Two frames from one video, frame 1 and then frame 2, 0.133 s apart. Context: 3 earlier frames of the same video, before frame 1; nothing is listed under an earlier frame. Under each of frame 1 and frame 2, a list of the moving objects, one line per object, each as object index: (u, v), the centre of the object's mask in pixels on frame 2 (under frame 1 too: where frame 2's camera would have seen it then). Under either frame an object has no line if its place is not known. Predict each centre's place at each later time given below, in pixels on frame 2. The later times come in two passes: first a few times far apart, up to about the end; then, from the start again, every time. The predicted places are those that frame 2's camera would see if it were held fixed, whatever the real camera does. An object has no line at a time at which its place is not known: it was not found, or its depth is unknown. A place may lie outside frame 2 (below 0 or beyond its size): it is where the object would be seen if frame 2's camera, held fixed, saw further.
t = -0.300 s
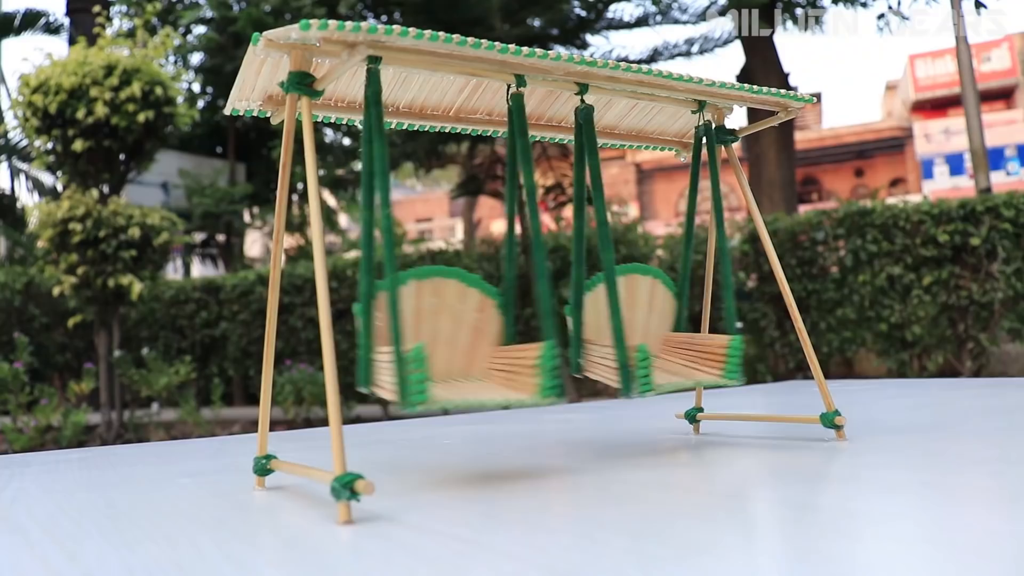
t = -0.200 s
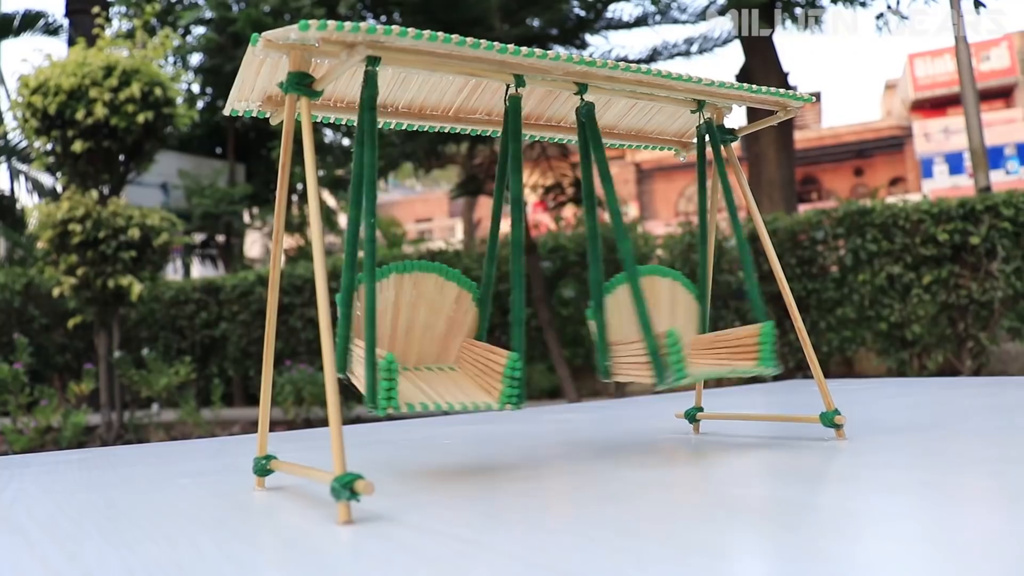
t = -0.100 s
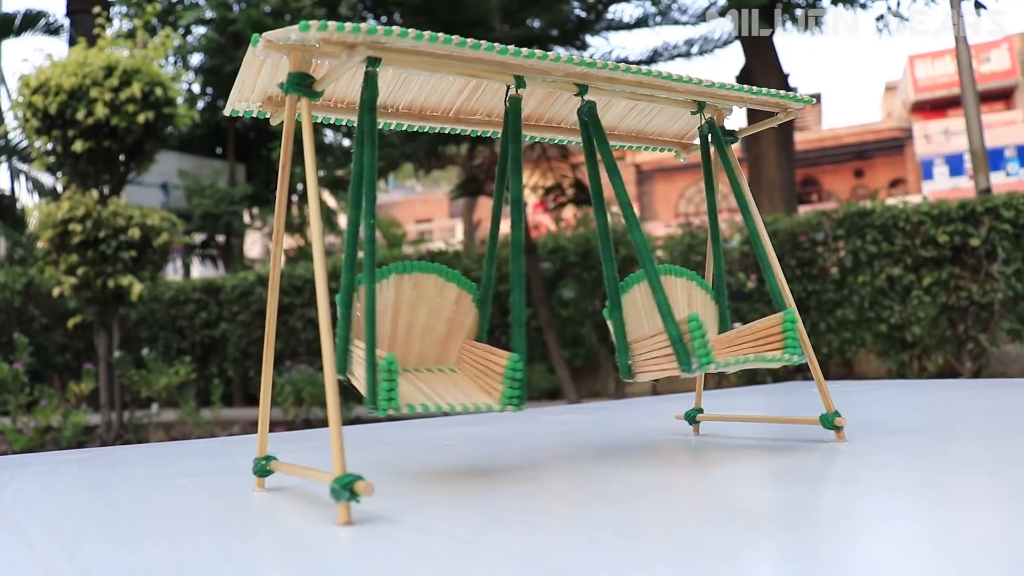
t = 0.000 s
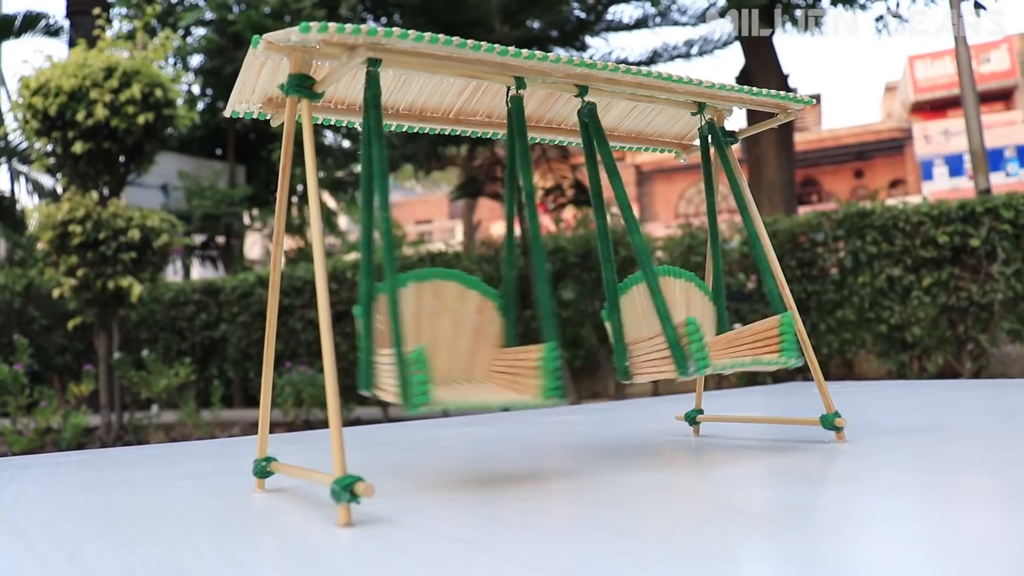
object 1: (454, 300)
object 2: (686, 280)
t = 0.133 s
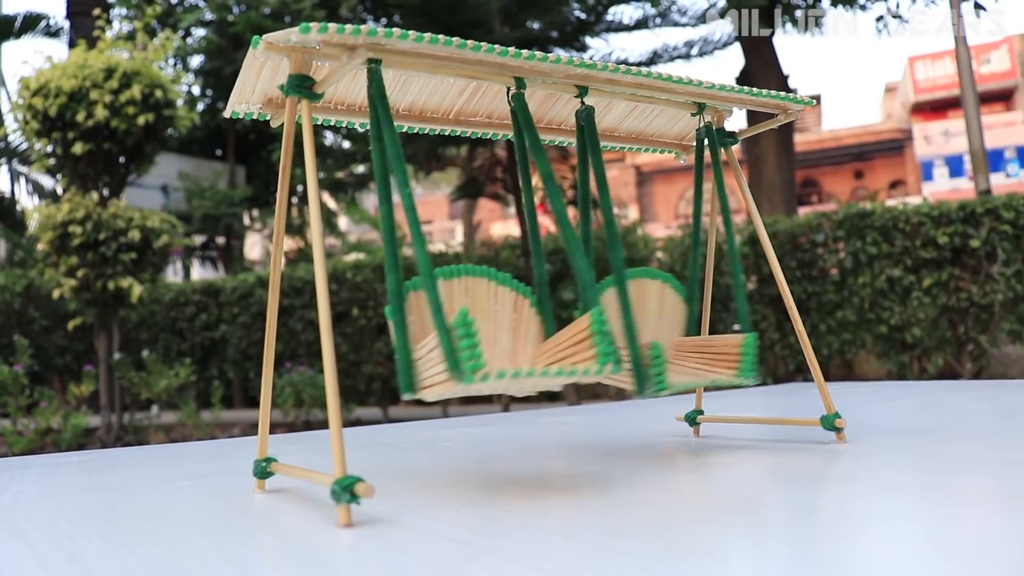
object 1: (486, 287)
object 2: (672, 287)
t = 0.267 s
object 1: (481, 289)
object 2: (659, 286)
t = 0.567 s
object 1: (435, 301)
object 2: (686, 280)
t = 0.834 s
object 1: (486, 286)
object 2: (671, 286)
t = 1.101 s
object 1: (443, 301)
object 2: (663, 289)
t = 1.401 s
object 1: (468, 296)
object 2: (676, 285)
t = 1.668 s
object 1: (466, 296)
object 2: (652, 289)
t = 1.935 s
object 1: (440, 301)
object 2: (683, 281)
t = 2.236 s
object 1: (482, 288)
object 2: (663, 288)
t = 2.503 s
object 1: (438, 301)
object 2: (671, 286)
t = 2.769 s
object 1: (472, 294)
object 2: (672, 286)
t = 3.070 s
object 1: (453, 299)
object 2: (657, 289)
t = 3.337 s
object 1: (452, 300)
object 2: (680, 282)
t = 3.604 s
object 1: (476, 290)
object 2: (658, 286)
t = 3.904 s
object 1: (441, 301)
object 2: (676, 284)
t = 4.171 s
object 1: (476, 290)
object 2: (666, 286)
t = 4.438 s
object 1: (449, 300)
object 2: (660, 289)
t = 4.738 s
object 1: (462, 297)
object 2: (675, 285)
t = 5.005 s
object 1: (466, 296)
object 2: (654, 289)
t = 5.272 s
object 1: (444, 301)
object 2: (676, 284)
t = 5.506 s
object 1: (473, 292)
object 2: (666, 287)
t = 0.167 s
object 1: (490, 285)
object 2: (670, 286)
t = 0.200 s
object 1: (490, 285)
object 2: (666, 286)
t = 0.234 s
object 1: (487, 286)
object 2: (663, 285)
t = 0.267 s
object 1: (481, 289)
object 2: (659, 286)
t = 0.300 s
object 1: (474, 293)
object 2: (652, 286)
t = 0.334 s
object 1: (464, 296)
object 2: (650, 289)
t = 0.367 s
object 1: (456, 299)
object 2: (653, 290)
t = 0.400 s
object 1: (448, 300)
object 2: (658, 289)
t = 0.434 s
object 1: (441, 301)
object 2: (664, 289)
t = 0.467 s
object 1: (436, 301)
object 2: (671, 287)
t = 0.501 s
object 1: (433, 300)
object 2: (677, 285)
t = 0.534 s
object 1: (433, 300)
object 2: (682, 282)
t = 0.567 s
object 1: (435, 301)
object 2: (686, 280)
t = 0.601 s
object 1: (439, 301)
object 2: (686, 279)
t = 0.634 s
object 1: (445, 301)
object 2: (686, 279)
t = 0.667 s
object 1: (453, 299)
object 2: (685, 280)
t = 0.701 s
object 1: (461, 298)
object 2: (681, 282)
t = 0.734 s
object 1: (471, 296)
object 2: (676, 285)
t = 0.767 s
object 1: (478, 291)
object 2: (672, 286)
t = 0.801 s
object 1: (483, 288)
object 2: (667, 286)
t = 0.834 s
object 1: (486, 286)
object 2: (671, 286)
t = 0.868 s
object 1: (487, 286)
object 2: (665, 286)
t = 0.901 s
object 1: (484, 287)
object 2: (662, 286)
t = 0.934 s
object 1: (480, 289)
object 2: (659, 286)
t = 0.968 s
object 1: (474, 293)
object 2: (655, 289)
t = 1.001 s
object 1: (466, 296)
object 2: (651, 289)
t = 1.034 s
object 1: (457, 298)
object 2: (653, 290)
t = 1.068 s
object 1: (449, 300)
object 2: (657, 290)
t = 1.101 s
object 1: (443, 301)
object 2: (663, 289)
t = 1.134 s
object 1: (437, 301)
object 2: (669, 287)
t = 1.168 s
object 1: (435, 301)
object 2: (675, 285)
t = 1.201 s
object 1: (434, 301)
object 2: (680, 283)
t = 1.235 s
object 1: (435, 301)
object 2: (683, 281)
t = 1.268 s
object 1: (439, 301)
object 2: (685, 280)
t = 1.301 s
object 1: (445, 301)
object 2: (685, 280)
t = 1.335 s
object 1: (452, 299)
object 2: (684, 281)
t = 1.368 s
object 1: (460, 298)
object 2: (681, 282)
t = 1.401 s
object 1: (468, 296)
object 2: (676, 285)
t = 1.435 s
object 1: (475, 292)
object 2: (671, 286)
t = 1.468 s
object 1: (481, 289)
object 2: (669, 285)
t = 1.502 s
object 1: (484, 287)
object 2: (666, 285)
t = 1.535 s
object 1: (485, 287)
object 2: (667, 287)
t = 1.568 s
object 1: (483, 287)
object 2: (664, 286)
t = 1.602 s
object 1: (479, 289)
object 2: (660, 287)
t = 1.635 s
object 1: (473, 292)
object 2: (654, 287)
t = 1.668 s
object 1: (466, 296)
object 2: (652, 289)
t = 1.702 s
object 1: (459, 298)
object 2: (653, 290)
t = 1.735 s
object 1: (451, 299)
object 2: (657, 289)
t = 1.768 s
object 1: (444, 301)
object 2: (662, 289)
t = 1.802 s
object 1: (440, 301)
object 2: (668, 287)
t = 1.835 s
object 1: (437, 301)
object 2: (673, 286)
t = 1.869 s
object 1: (436, 301)
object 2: (678, 284)
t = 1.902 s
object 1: (437, 301)
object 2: (681, 282)
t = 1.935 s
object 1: (440, 301)
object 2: (683, 281)
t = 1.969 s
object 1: (445, 300)
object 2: (684, 280)
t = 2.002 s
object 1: (452, 300)
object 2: (683, 281)
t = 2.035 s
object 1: (459, 298)
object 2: (680, 283)
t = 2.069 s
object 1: (467, 296)
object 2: (676, 284)
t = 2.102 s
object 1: (474, 293)
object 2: (672, 286)
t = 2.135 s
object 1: (479, 290)
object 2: (669, 285)
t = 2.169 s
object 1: (482, 288)
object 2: (665, 286)
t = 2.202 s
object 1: (483, 288)
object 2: (667, 288)
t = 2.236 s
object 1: (482, 288)
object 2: (663, 288)
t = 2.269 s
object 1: (478, 290)
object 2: (661, 288)
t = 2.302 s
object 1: (473, 293)
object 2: (654, 287)
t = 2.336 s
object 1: (466, 296)
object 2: (653, 289)
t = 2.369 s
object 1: (459, 297)
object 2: (653, 290)
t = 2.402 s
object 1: (452, 299)
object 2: (657, 289)
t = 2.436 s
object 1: (446, 300)
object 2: (661, 289)
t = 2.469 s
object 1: (441, 301)
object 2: (666, 288)
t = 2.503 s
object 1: (438, 301)
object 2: (671, 286)
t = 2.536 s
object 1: (437, 301)
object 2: (676, 284)
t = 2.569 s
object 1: (438, 301)
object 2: (679, 283)
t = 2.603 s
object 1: (441, 301)
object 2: (682, 282)
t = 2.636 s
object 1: (445, 300)
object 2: (682, 281)
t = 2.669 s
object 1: (452, 299)
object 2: (682, 282)
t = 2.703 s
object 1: (458, 298)
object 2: (679, 283)
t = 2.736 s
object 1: (465, 297)
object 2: (676, 284)
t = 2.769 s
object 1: (472, 294)
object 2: (672, 286)
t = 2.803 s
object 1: (477, 291)
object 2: (669, 286)
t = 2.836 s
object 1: (480, 289)
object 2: (665, 286)
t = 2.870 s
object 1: (481, 289)
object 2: (667, 287)
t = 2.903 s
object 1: (480, 289)
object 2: (664, 288)
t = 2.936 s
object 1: (477, 290)
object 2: (661, 288)
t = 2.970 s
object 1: (473, 293)
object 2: (655, 287)
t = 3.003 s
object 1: (467, 296)
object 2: (654, 289)
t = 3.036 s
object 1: (460, 297)
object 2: (654, 290)
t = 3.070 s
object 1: (453, 299)
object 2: (657, 289)
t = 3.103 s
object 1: (448, 300)
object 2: (661, 289)
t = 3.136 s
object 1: (443, 301)
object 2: (665, 288)
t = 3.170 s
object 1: (440, 301)
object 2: (670, 287)
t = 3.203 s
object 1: (439, 301)
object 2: (675, 285)
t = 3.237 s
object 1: (440, 301)
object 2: (678, 283)
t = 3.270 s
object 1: (442, 301)
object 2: (680, 282)
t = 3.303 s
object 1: (446, 301)
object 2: (681, 282)
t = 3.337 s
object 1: (452, 300)
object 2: (680, 282)
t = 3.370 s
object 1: (458, 298)
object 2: (679, 283)
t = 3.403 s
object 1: (464, 297)
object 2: (676, 284)
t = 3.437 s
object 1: (471, 295)
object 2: (672, 286)
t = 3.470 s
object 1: (475, 292)
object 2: (668, 287)
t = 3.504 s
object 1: (478, 290)
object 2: (666, 285)
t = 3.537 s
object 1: (479, 289)
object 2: (664, 285)
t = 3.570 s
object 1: (479, 289)
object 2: (664, 288)
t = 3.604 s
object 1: (476, 290)
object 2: (658, 286)
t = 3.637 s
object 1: (472, 293)
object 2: (656, 287)
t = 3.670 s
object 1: (466, 296)
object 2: (654, 288)
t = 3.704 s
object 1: (460, 297)
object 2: (654, 290)
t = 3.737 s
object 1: (454, 298)
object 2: (657, 289)
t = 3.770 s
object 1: (449, 300)
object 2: (660, 289)
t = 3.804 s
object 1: (444, 301)
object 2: (664, 288)
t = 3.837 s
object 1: (441, 301)
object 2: (669, 287)
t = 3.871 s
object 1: (440, 301)
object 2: (673, 286)
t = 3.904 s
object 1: (441, 301)
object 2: (676, 284)
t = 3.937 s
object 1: (443, 301)
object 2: (679, 283)
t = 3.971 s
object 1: (446, 301)
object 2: (680, 282)
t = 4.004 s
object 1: (451, 300)
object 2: (679, 282)
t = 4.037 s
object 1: (457, 298)
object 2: (678, 283)
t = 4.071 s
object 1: (463, 297)
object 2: (675, 285)
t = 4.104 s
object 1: (469, 295)
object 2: (672, 286)
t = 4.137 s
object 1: (473, 293)
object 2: (669, 286)
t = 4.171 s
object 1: (476, 290)
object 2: (666, 286)
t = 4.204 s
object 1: (477, 290)
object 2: (664, 286)
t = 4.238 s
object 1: (477, 290)
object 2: (664, 288)
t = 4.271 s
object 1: (475, 291)
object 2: (659, 286)
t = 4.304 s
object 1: (471, 293)
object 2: (656, 287)
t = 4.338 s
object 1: (466, 295)
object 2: (655, 289)
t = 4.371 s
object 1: (454, 299)
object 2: (654, 289)
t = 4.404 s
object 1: (455, 298)
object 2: (657, 289)
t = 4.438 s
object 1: (449, 300)
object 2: (660, 289)
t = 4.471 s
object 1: (445, 301)
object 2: (664, 288)
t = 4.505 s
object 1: (443, 301)
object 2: (668, 287)
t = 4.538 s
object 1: (441, 301)
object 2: (672, 286)
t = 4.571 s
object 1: (442, 301)
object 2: (675, 285)
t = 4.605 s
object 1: (443, 301)
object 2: (677, 283)
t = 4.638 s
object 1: (447, 300)
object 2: (678, 283)
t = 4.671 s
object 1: (451, 300)
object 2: (678, 283)
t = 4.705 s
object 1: (456, 298)
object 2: (677, 283)
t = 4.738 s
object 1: (462, 297)
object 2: (675, 285)
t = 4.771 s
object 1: (467, 296)
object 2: (672, 286)
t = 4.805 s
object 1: (472, 294)
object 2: (668, 287)
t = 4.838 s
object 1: (475, 291)
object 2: (666, 286)
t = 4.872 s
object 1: (476, 290)
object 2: (664, 286)
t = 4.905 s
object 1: (476, 291)
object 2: (661, 286)
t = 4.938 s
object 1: (474, 292)
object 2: (658, 287)
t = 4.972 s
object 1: (471, 294)
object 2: (656, 288)
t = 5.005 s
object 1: (466, 296)
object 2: (654, 289)
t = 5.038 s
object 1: (460, 297)
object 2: (654, 289)
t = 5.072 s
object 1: (455, 298)
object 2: (656, 289)
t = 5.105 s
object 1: (450, 299)
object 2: (659, 289)
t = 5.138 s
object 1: (447, 300)
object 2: (663, 288)
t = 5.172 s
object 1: (444, 301)
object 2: (667, 287)
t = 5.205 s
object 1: (442, 301)
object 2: (671, 286)
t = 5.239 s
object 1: (443, 301)
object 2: (674, 285)
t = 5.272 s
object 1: (444, 301)
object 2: (676, 284)
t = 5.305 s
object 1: (447, 300)
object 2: (678, 283)
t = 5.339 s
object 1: (451, 299)
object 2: (678, 283)
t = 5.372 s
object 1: (456, 298)
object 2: (677, 283)
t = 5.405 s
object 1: (461, 297)
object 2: (675, 284)
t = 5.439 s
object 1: (466, 296)
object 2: (673, 286)
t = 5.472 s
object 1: (471, 294)
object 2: (669, 286)
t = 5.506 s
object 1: (473, 292)
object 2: (666, 287)
